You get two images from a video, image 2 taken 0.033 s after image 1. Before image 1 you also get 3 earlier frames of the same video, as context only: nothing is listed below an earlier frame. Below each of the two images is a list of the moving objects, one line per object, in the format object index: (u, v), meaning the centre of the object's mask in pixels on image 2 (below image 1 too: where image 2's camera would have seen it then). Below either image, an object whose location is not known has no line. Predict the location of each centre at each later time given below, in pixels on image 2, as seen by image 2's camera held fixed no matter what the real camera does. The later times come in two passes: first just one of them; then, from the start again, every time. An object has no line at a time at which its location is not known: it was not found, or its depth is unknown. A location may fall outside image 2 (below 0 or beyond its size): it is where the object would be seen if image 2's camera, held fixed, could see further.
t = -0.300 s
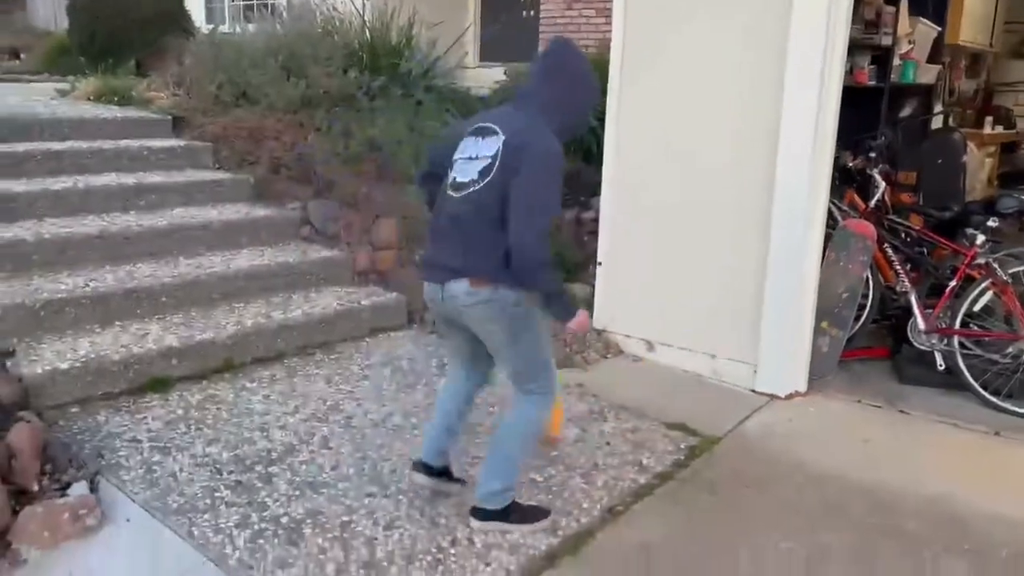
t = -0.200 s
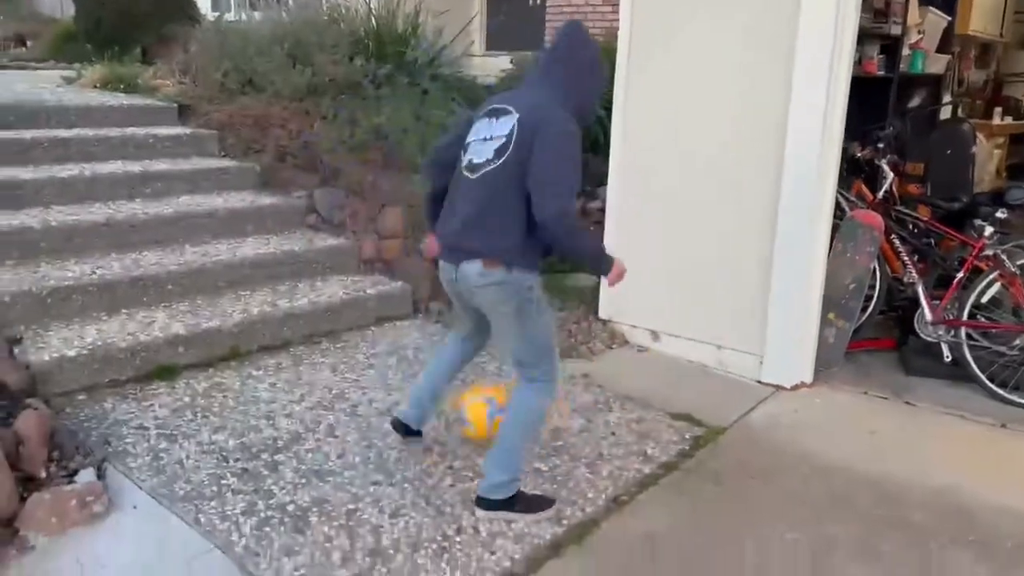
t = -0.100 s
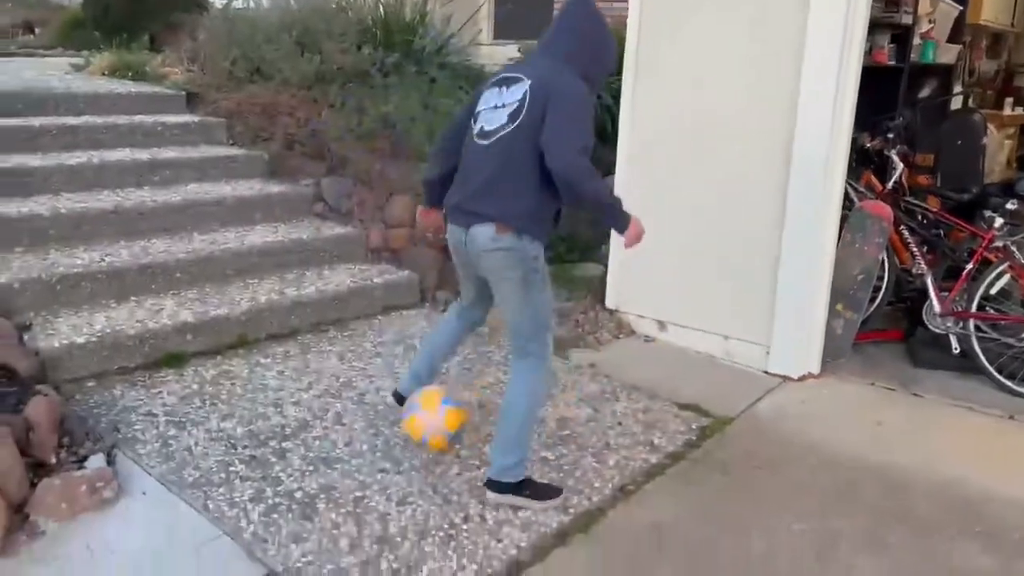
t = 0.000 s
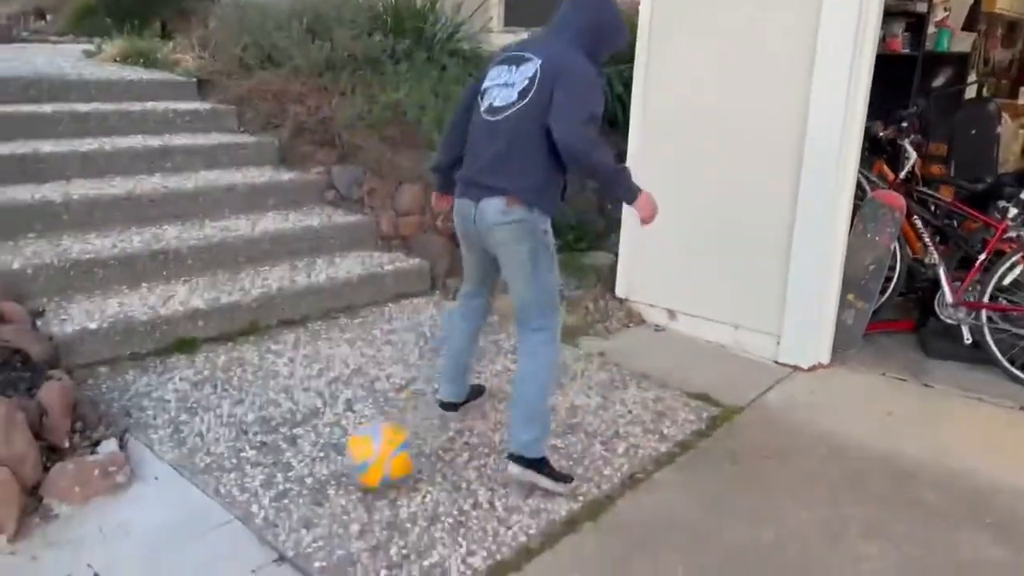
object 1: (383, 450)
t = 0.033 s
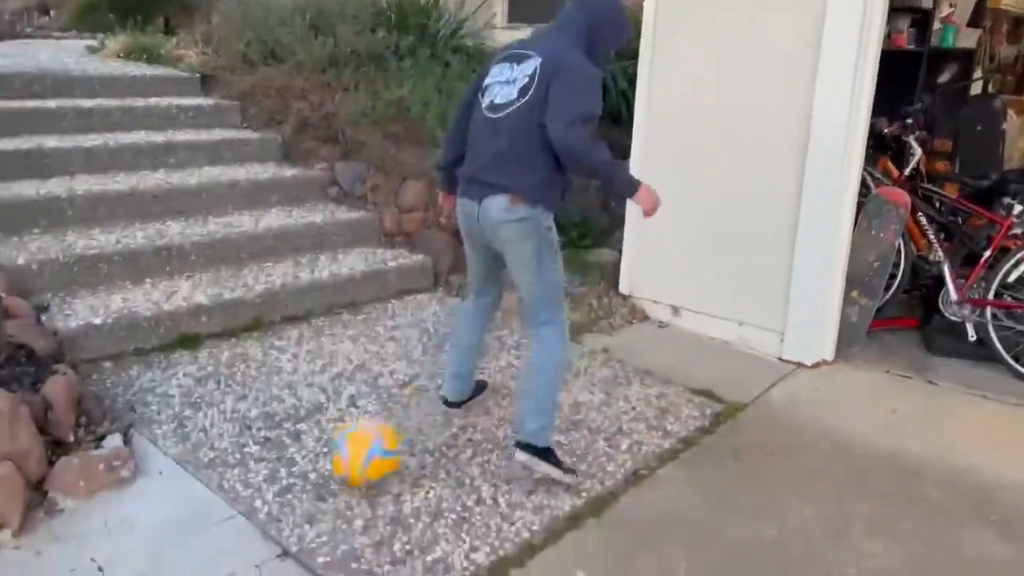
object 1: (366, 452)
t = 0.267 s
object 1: (218, 528)
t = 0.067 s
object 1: (347, 454)
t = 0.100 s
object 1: (326, 460)
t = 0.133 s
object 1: (305, 468)
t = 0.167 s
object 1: (287, 480)
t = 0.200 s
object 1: (266, 498)
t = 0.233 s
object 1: (242, 521)
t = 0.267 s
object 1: (218, 528)
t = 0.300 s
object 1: (191, 535)
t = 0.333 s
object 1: (165, 546)
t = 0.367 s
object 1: (137, 561)
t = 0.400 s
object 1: (109, 582)
